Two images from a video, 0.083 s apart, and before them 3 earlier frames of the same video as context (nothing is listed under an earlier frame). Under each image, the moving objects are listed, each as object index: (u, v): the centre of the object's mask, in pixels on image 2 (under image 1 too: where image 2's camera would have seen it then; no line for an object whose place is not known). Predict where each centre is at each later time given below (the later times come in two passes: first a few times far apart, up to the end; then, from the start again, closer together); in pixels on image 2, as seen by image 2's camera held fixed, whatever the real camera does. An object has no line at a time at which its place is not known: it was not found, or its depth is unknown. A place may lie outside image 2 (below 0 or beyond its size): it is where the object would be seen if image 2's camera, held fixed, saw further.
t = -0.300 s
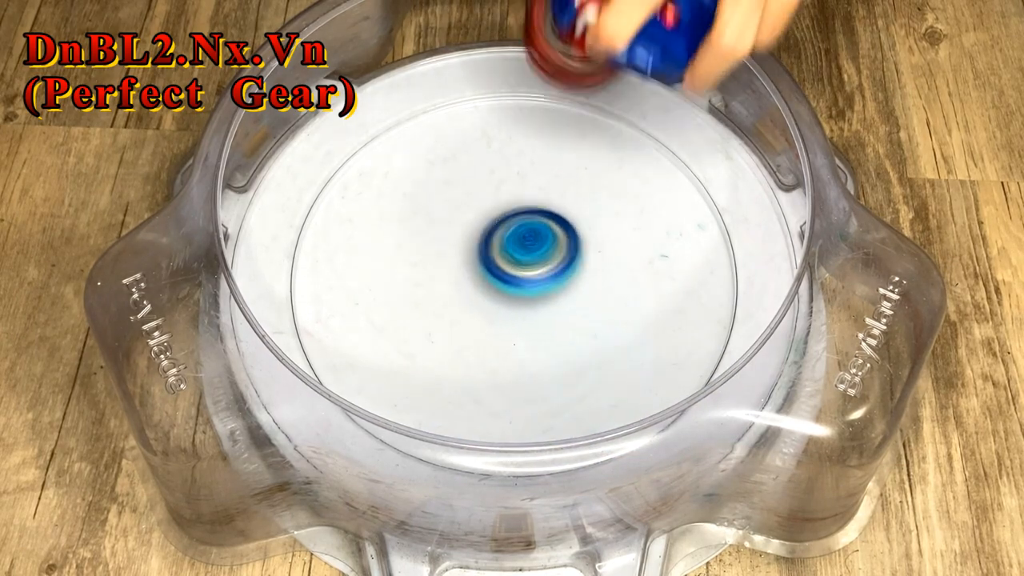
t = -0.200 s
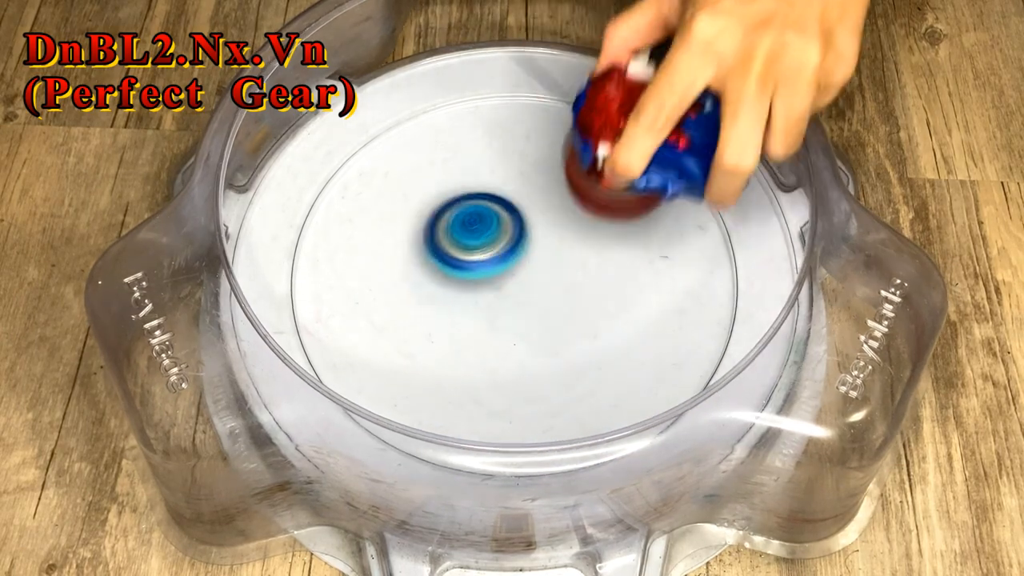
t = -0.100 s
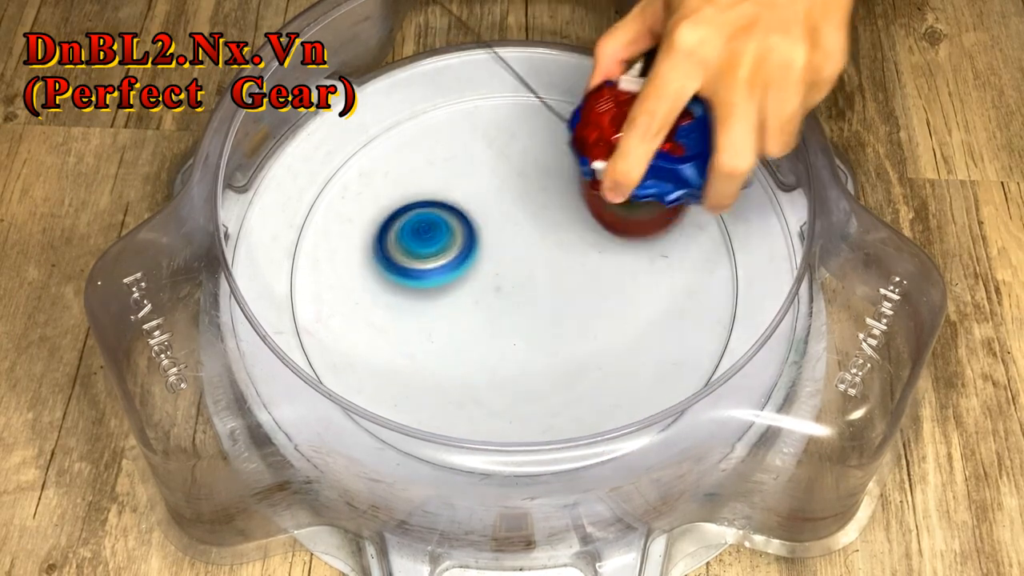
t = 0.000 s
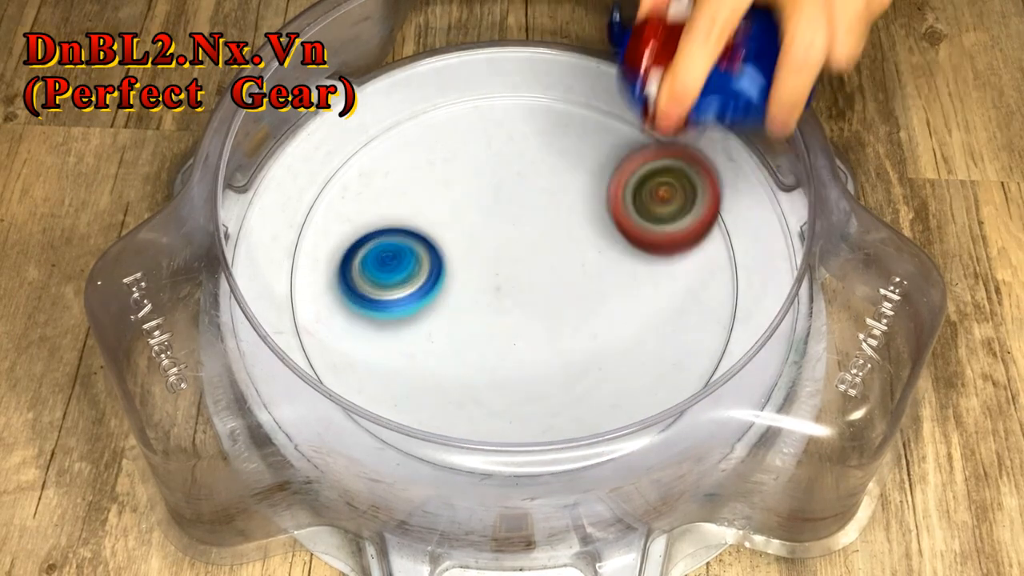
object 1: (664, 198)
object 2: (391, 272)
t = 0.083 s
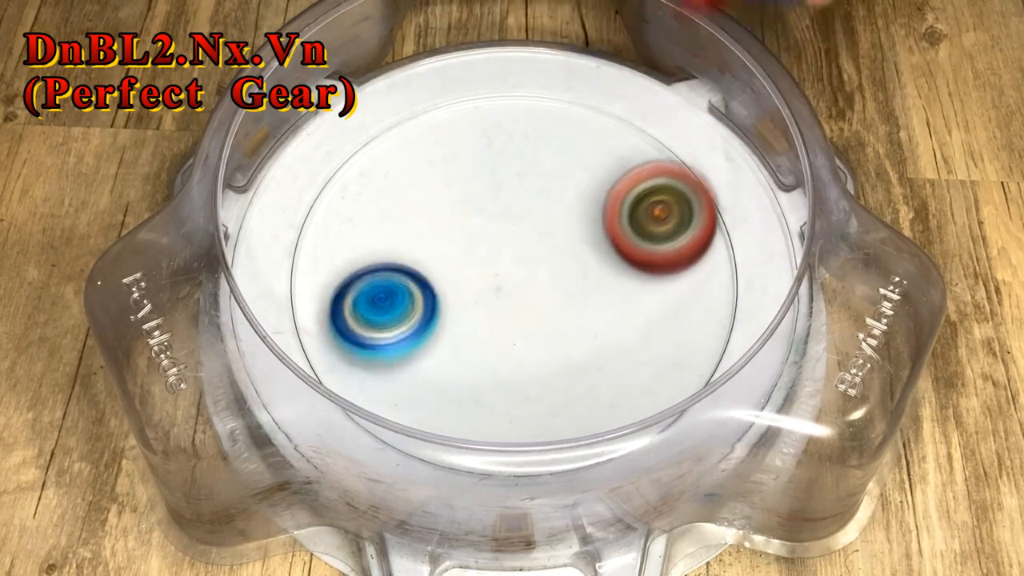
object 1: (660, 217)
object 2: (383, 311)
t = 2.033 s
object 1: (606, 148)
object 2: (329, 267)
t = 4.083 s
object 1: (361, 210)
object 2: (366, 317)
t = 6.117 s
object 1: (406, 182)
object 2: (474, 268)
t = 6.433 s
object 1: (436, 381)
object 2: (570, 294)
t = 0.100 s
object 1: (658, 221)
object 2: (385, 322)
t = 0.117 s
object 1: (654, 225)
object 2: (388, 329)
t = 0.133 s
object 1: (650, 229)
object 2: (392, 338)
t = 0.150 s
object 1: (645, 233)
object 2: (398, 346)
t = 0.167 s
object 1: (640, 237)
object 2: (405, 355)
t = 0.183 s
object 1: (634, 241)
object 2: (412, 361)
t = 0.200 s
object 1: (628, 245)
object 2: (421, 368)
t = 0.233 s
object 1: (616, 254)
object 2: (442, 380)
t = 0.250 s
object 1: (609, 258)
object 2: (453, 384)
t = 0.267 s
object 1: (602, 263)
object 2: (467, 388)
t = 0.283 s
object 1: (595, 267)
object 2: (479, 389)
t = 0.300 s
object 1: (588, 272)
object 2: (491, 391)
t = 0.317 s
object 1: (581, 277)
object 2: (505, 391)
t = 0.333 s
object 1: (573, 281)
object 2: (518, 391)
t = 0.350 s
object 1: (566, 285)
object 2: (530, 390)
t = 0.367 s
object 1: (564, 276)
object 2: (535, 395)
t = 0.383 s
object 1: (565, 266)
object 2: (538, 400)
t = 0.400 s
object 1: (565, 258)
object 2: (541, 406)
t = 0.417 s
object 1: (565, 248)
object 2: (544, 409)
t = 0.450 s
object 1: (565, 231)
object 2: (549, 414)
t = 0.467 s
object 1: (564, 222)
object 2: (555, 427)
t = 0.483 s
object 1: (564, 213)
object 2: (559, 428)
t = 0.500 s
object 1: (563, 207)
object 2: (562, 426)
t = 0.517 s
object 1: (562, 200)
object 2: (563, 412)
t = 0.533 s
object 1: (560, 193)
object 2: (567, 410)
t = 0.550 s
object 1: (559, 188)
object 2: (571, 406)
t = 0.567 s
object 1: (557, 184)
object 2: (575, 402)
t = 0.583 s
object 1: (555, 179)
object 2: (578, 397)
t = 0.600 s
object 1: (552, 175)
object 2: (582, 391)
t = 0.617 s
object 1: (550, 174)
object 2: (583, 384)
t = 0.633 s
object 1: (547, 172)
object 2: (584, 370)
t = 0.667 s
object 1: (540, 172)
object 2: (583, 346)
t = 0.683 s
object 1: (536, 173)
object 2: (582, 333)
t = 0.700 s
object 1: (532, 174)
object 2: (579, 318)
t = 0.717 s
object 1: (528, 179)
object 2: (577, 305)
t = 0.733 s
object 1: (523, 181)
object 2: (573, 292)
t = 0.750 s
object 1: (519, 185)
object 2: (570, 279)
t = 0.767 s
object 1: (510, 180)
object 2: (570, 282)
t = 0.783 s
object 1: (501, 166)
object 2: (570, 289)
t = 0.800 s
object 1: (492, 154)
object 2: (570, 298)
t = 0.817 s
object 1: (483, 144)
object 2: (569, 306)
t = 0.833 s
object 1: (474, 135)
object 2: (567, 314)
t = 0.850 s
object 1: (467, 125)
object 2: (564, 320)
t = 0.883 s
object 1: (450, 113)
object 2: (557, 330)
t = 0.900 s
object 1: (443, 108)
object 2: (553, 334)
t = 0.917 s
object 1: (436, 105)
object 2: (548, 338)
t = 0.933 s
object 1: (430, 105)
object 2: (544, 340)
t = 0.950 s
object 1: (426, 108)
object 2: (540, 341)
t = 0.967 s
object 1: (422, 114)
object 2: (535, 341)
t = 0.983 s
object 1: (419, 120)
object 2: (531, 340)
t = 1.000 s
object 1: (416, 130)
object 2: (527, 338)
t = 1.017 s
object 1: (414, 140)
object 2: (524, 336)
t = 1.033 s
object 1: (413, 152)
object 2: (520, 333)
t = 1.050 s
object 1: (413, 165)
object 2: (517, 330)
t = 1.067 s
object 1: (413, 178)
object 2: (514, 326)
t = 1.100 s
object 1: (416, 210)
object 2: (510, 319)
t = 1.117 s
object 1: (419, 226)
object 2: (508, 316)
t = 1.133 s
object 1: (421, 241)
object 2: (507, 315)
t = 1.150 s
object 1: (412, 243)
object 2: (520, 327)
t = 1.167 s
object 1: (400, 243)
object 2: (537, 343)
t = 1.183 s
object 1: (393, 240)
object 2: (554, 357)
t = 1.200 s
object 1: (385, 238)
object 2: (570, 371)
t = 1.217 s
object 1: (379, 239)
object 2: (586, 383)
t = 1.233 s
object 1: (373, 242)
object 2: (598, 390)
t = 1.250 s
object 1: (368, 248)
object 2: (609, 391)
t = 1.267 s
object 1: (366, 249)
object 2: (618, 393)
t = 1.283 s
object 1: (365, 252)
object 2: (639, 407)
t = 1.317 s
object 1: (366, 264)
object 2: (657, 409)
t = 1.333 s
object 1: (371, 268)
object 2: (664, 408)
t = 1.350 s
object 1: (376, 275)
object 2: (667, 402)
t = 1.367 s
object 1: (382, 284)
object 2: (669, 396)
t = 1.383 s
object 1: (389, 291)
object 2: (670, 390)
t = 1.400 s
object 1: (398, 297)
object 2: (661, 374)
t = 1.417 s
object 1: (407, 303)
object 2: (661, 368)
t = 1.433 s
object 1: (418, 310)
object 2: (660, 361)
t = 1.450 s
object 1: (429, 316)
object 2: (658, 352)
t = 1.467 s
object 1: (443, 323)
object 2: (652, 339)
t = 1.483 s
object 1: (456, 327)
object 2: (645, 326)
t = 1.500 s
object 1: (471, 331)
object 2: (637, 315)
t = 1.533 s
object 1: (501, 342)
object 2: (621, 290)
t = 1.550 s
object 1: (518, 341)
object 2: (611, 277)
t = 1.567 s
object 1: (534, 344)
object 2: (601, 264)
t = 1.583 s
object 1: (550, 348)
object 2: (590, 252)
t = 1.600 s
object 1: (566, 351)
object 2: (579, 241)
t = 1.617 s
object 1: (583, 351)
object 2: (568, 229)
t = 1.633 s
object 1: (599, 351)
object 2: (557, 220)
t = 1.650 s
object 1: (615, 348)
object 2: (545, 210)
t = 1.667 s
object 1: (630, 346)
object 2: (534, 201)
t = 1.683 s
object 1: (645, 342)
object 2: (522, 193)
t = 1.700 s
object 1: (659, 338)
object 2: (510, 186)
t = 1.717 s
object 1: (672, 332)
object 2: (498, 181)
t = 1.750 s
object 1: (694, 318)
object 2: (473, 171)
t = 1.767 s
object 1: (704, 310)
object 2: (460, 170)
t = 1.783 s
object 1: (712, 301)
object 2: (448, 168)
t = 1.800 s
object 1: (718, 293)
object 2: (436, 168)
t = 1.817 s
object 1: (723, 282)
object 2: (423, 168)
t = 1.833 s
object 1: (725, 272)
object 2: (411, 169)
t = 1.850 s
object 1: (724, 261)
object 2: (399, 172)
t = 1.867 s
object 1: (721, 250)
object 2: (389, 174)
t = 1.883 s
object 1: (716, 239)
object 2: (378, 180)
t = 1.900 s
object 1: (710, 227)
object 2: (368, 187)
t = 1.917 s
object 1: (702, 216)
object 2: (360, 194)
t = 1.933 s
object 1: (693, 204)
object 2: (353, 202)
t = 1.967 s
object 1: (670, 182)
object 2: (341, 221)
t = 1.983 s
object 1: (656, 173)
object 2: (336, 232)
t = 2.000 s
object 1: (640, 163)
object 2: (333, 242)
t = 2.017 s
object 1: (623, 155)
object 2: (331, 254)
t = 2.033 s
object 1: (606, 148)
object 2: (329, 267)
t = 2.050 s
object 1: (588, 142)
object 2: (330, 278)
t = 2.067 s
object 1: (570, 137)
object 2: (332, 291)
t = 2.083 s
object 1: (550, 133)
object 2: (336, 303)
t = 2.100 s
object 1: (530, 131)
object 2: (341, 312)
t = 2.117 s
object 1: (511, 129)
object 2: (348, 324)
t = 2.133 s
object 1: (490, 129)
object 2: (356, 332)
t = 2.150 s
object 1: (470, 131)
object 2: (365, 340)
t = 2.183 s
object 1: (431, 136)
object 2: (390, 355)
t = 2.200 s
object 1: (411, 141)
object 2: (404, 361)
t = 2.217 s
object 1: (396, 148)
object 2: (418, 367)
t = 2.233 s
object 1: (381, 159)
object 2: (432, 371)
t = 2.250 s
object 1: (367, 172)
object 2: (446, 374)
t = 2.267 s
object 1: (358, 187)
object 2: (461, 376)
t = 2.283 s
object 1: (351, 205)
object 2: (476, 376)
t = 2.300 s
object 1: (347, 224)
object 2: (490, 376)
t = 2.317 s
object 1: (346, 244)
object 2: (505, 374)
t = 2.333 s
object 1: (346, 265)
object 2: (520, 371)
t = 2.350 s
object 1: (348, 288)
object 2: (535, 366)
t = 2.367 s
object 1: (353, 309)
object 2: (548, 360)
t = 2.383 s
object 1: (360, 330)
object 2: (561, 352)
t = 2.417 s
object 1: (387, 366)
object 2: (584, 335)
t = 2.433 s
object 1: (408, 383)
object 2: (593, 325)
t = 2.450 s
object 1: (432, 395)
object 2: (601, 314)
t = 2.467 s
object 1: (462, 395)
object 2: (607, 304)
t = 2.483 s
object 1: (491, 398)
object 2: (612, 293)
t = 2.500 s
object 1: (521, 400)
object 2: (614, 282)
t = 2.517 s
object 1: (548, 399)
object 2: (616, 271)
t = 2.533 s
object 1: (578, 392)
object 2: (616, 260)
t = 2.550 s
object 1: (607, 384)
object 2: (615, 248)
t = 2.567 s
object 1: (629, 371)
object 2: (613, 237)
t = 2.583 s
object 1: (651, 356)
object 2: (609, 225)
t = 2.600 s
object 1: (668, 334)
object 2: (603, 214)
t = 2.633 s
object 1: (689, 284)
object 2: (589, 194)
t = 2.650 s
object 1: (692, 258)
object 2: (580, 183)
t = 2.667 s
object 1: (693, 231)
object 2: (572, 176)
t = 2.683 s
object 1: (692, 206)
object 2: (562, 169)
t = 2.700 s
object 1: (690, 180)
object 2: (552, 162)
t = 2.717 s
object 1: (683, 154)
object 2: (542, 158)
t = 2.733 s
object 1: (676, 129)
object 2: (531, 155)
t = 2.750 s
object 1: (665, 108)
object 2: (520, 151)
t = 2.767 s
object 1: (652, 86)
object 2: (508, 150)
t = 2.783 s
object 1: (636, 72)
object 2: (497, 148)
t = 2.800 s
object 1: (612, 65)
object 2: (485, 148)
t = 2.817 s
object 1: (584, 61)
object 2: (474, 150)
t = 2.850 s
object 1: (530, 55)
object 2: (450, 155)
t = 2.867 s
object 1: (500, 51)
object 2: (439, 160)
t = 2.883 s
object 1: (473, 49)
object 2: (429, 163)
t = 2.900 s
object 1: (446, 47)
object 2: (419, 169)
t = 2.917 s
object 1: (423, 48)
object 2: (409, 175)
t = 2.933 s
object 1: (410, 61)
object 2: (400, 183)
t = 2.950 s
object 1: (403, 85)
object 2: (392, 190)
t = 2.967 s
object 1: (400, 104)
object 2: (383, 204)
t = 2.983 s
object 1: (398, 117)
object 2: (373, 221)
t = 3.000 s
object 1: (396, 136)
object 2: (363, 238)
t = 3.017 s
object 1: (395, 155)
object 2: (355, 256)
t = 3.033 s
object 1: (395, 171)
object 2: (348, 273)
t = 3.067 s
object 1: (397, 211)
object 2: (340, 307)
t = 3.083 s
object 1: (400, 230)
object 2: (340, 324)
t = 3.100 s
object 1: (404, 249)
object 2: (342, 339)
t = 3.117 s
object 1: (411, 267)
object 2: (346, 351)
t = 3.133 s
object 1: (421, 282)
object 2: (341, 373)
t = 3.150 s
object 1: (434, 295)
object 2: (346, 390)
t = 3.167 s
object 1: (447, 310)
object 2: (355, 401)
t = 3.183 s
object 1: (461, 320)
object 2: (365, 416)
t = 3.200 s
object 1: (474, 331)
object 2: (375, 431)
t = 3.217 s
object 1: (488, 343)
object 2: (387, 441)
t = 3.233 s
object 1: (504, 350)
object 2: (400, 451)
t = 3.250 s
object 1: (520, 358)
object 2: (414, 457)
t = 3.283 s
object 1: (554, 372)
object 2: (442, 472)
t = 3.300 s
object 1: (570, 373)
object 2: (457, 473)
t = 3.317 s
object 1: (587, 375)
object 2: (471, 474)
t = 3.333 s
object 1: (602, 377)
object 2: (488, 473)
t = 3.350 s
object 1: (616, 373)
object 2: (503, 472)
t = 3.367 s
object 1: (630, 369)
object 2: (521, 466)
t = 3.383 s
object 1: (643, 366)
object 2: (540, 457)
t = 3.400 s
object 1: (658, 364)
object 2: (555, 449)
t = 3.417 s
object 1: (671, 355)
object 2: (569, 443)
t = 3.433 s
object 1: (682, 348)
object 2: (583, 430)
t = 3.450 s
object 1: (692, 342)
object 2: (591, 401)
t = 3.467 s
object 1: (696, 328)
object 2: (603, 392)
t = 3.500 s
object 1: (715, 296)
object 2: (610, 376)
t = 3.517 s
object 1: (722, 277)
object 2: (609, 364)
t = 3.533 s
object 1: (728, 256)
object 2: (606, 350)
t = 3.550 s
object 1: (729, 235)
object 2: (603, 336)
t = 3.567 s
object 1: (728, 215)
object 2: (599, 323)
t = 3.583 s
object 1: (724, 194)
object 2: (594, 310)
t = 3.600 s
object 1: (717, 173)
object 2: (589, 295)
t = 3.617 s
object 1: (708, 155)
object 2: (583, 281)
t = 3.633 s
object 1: (699, 135)
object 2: (576, 267)
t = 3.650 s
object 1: (689, 119)
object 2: (569, 255)
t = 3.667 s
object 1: (679, 104)
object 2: (561, 242)
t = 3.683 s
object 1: (664, 91)
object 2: (554, 230)
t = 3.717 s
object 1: (625, 79)
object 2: (536, 207)
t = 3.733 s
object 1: (604, 75)
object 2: (527, 196)
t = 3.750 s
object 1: (585, 71)
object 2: (518, 187)
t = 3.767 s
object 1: (563, 69)
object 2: (509, 177)
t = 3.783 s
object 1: (543, 67)
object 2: (499, 169)
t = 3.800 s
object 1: (520, 67)
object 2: (489, 164)
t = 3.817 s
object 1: (500, 67)
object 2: (478, 160)
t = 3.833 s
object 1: (481, 65)
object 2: (466, 160)
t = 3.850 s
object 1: (463, 63)
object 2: (455, 160)
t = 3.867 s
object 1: (444, 63)
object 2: (442, 164)
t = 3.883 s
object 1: (427, 61)
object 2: (430, 170)
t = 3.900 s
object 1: (410, 64)
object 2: (420, 175)
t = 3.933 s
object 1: (394, 86)
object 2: (401, 189)
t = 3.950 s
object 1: (388, 101)
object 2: (394, 199)
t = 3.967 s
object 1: (382, 112)
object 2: (386, 214)
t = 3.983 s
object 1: (376, 125)
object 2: (379, 229)
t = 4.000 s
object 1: (369, 140)
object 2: (374, 243)
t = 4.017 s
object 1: (363, 152)
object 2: (370, 258)
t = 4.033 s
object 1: (360, 167)
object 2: (367, 272)
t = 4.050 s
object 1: (359, 183)
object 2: (366, 285)
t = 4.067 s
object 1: (359, 198)
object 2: (365, 301)
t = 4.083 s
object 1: (361, 210)
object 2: (366, 317)
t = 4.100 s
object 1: (365, 224)
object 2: (368, 332)
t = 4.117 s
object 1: (369, 239)
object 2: (371, 348)
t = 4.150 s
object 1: (383, 266)
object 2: (383, 371)
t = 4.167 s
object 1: (392, 277)
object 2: (389, 386)
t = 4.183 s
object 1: (401, 286)
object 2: (395, 400)
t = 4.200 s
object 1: (411, 295)
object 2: (404, 414)
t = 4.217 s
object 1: (423, 302)
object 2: (414, 422)
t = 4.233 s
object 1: (435, 311)
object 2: (425, 431)
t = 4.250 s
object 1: (448, 317)
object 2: (437, 436)
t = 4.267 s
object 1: (462, 323)
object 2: (450, 439)
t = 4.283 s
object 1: (477, 328)
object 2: (464, 444)
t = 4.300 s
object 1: (493, 333)
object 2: (478, 443)
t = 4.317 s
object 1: (511, 332)
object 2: (488, 444)
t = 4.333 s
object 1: (534, 319)
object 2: (494, 452)
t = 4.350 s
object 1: (556, 307)
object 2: (502, 445)
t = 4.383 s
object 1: (598, 279)
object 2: (519, 433)
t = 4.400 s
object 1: (614, 267)
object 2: (527, 432)
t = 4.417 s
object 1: (631, 253)
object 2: (533, 430)
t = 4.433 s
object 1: (646, 237)
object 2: (540, 431)
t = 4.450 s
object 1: (659, 222)
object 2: (545, 410)
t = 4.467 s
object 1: (670, 207)
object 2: (552, 405)
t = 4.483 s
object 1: (678, 190)
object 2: (560, 399)
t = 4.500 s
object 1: (684, 175)
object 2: (567, 395)
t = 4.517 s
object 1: (688, 162)
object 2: (574, 387)
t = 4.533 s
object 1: (690, 148)
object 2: (580, 373)
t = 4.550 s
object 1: (690, 135)
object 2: (584, 360)
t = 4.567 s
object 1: (690, 123)
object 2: (587, 347)
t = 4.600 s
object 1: (680, 106)
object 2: (592, 322)
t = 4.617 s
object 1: (670, 102)
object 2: (592, 307)
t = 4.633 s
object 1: (657, 97)
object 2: (592, 293)
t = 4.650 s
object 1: (645, 95)
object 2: (590, 281)
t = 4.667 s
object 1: (631, 92)
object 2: (589, 268)
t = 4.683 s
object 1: (618, 90)
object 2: (587, 255)
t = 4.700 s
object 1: (603, 90)
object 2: (585, 243)
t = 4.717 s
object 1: (588, 91)
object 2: (583, 232)
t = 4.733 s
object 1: (571, 94)
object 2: (580, 220)
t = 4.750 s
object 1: (553, 95)
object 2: (576, 211)
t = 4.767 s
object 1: (536, 97)
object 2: (572, 201)
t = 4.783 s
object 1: (518, 100)
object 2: (567, 193)
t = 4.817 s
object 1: (483, 107)
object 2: (558, 181)
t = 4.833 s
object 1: (465, 113)
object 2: (553, 176)
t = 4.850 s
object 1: (449, 120)
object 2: (546, 172)
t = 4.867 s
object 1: (432, 126)
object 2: (539, 167)
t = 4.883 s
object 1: (417, 135)
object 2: (532, 163)
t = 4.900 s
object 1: (402, 144)
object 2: (524, 160)
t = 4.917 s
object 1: (389, 154)
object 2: (516, 159)
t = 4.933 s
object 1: (376, 164)
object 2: (508, 156)
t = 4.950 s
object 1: (364, 176)
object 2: (499, 155)
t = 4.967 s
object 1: (353, 191)
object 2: (490, 155)
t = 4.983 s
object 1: (345, 205)
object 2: (480, 154)
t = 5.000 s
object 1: (338, 220)
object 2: (471, 155)
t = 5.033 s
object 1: (330, 249)
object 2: (456, 161)
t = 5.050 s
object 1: (327, 265)
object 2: (450, 164)
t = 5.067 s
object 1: (326, 281)
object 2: (444, 169)
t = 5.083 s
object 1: (328, 295)
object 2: (439, 174)
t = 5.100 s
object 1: (331, 311)
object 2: (434, 181)
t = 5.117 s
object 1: (337, 324)
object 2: (431, 187)
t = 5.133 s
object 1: (347, 336)
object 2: (429, 195)
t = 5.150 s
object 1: (357, 349)
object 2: (427, 203)
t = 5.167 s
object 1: (366, 363)
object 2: (426, 210)
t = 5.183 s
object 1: (378, 375)
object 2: (425, 218)
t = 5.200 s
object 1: (391, 387)
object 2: (425, 226)
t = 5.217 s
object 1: (407, 393)
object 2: (425, 235)
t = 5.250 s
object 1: (441, 405)
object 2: (428, 252)
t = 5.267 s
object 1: (462, 400)
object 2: (430, 259)
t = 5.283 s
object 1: (479, 400)
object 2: (433, 266)
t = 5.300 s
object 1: (495, 401)
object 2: (435, 272)
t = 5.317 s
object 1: (513, 403)
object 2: (439, 279)
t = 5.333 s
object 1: (530, 401)
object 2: (444, 285)
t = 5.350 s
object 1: (546, 398)
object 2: (450, 291)
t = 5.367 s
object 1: (561, 395)
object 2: (457, 295)
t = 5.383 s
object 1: (574, 392)
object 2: (464, 299)
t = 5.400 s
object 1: (589, 385)
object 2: (471, 302)
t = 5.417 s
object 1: (603, 380)
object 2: (479, 305)
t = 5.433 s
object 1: (615, 371)
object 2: (487, 308)
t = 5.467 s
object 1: (634, 353)
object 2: (506, 310)
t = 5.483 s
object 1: (641, 340)
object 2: (514, 309)
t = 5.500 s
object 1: (648, 328)
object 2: (523, 308)
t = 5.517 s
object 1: (654, 313)
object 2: (531, 307)
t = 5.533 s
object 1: (657, 301)
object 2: (540, 305)
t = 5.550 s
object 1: (660, 286)
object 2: (549, 302)
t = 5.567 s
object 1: (663, 274)
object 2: (554, 298)
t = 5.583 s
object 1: (668, 260)
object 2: (557, 294)
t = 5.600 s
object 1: (670, 247)
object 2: (560, 289)
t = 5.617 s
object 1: (671, 235)
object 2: (562, 284)
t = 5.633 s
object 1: (671, 223)
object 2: (565, 279)
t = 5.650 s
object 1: (669, 212)
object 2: (567, 273)
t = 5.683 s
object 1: (661, 191)
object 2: (571, 259)
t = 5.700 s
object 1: (655, 180)
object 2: (572, 252)
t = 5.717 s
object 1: (647, 169)
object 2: (573, 246)
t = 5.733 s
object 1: (641, 159)
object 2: (569, 242)
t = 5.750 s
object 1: (637, 148)
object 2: (563, 238)
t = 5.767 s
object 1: (632, 138)
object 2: (556, 235)
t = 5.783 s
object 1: (625, 129)
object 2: (549, 231)
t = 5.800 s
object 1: (618, 121)
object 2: (543, 228)
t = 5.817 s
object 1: (609, 116)
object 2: (537, 225)
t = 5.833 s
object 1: (601, 111)
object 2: (531, 222)
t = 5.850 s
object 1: (592, 107)
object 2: (524, 219)
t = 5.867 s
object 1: (583, 104)
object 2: (518, 217)
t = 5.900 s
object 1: (561, 103)
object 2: (506, 218)
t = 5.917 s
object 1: (550, 103)
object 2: (501, 218)
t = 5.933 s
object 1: (538, 104)
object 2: (496, 220)
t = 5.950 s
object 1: (526, 108)
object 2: (490, 222)
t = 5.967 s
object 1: (513, 113)
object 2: (485, 226)
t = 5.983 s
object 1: (502, 116)
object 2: (481, 230)
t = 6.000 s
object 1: (490, 123)
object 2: (477, 234)
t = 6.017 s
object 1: (477, 129)
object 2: (474, 237)
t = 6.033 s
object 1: (465, 137)
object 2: (472, 241)
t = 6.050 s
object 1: (451, 146)
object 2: (470, 246)
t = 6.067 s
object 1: (439, 154)
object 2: (470, 251)
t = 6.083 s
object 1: (427, 163)
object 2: (471, 258)
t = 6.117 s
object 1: (406, 182)
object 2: (474, 268)
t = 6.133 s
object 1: (395, 192)
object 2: (476, 274)
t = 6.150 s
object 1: (386, 201)
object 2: (480, 280)
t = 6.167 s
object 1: (378, 213)
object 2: (484, 284)
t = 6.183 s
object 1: (372, 225)
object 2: (488, 288)
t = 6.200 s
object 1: (367, 237)
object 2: (491, 291)
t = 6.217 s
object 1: (362, 250)
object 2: (497, 296)
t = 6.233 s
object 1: (360, 261)
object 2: (504, 298)
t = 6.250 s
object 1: (358, 275)
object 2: (510, 301)
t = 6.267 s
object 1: (359, 287)
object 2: (516, 303)
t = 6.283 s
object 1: (362, 297)
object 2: (522, 304)
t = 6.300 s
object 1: (365, 310)
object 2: (530, 305)
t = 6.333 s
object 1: (375, 333)
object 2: (544, 307)
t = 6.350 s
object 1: (382, 344)
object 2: (549, 305)
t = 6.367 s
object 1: (391, 354)
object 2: (553, 304)
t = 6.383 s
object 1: (400, 363)
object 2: (558, 302)
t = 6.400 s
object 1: (412, 370)
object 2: (562, 300)
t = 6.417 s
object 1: (424, 377)
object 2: (566, 297)
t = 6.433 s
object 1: (436, 381)
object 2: (570, 294)
